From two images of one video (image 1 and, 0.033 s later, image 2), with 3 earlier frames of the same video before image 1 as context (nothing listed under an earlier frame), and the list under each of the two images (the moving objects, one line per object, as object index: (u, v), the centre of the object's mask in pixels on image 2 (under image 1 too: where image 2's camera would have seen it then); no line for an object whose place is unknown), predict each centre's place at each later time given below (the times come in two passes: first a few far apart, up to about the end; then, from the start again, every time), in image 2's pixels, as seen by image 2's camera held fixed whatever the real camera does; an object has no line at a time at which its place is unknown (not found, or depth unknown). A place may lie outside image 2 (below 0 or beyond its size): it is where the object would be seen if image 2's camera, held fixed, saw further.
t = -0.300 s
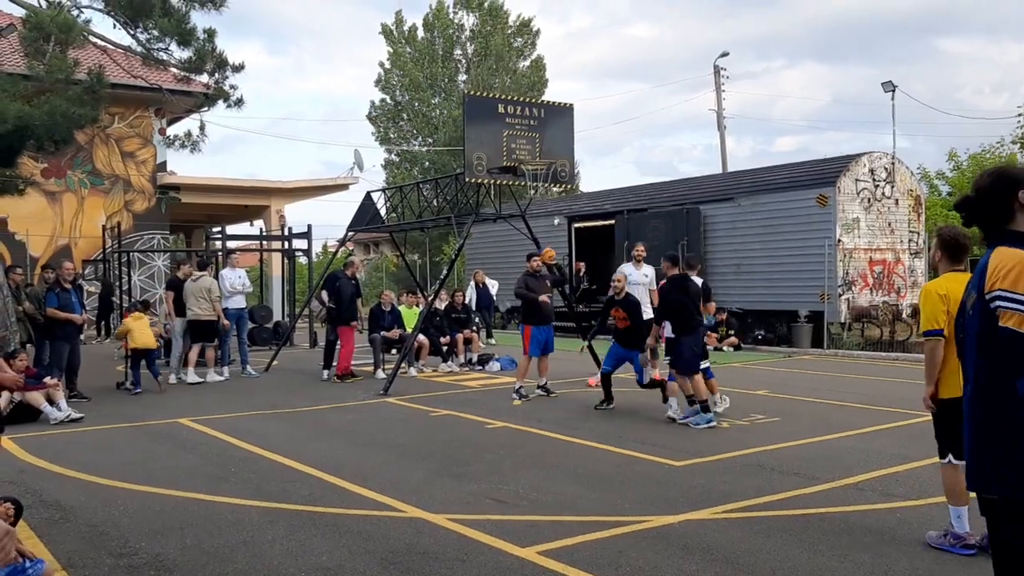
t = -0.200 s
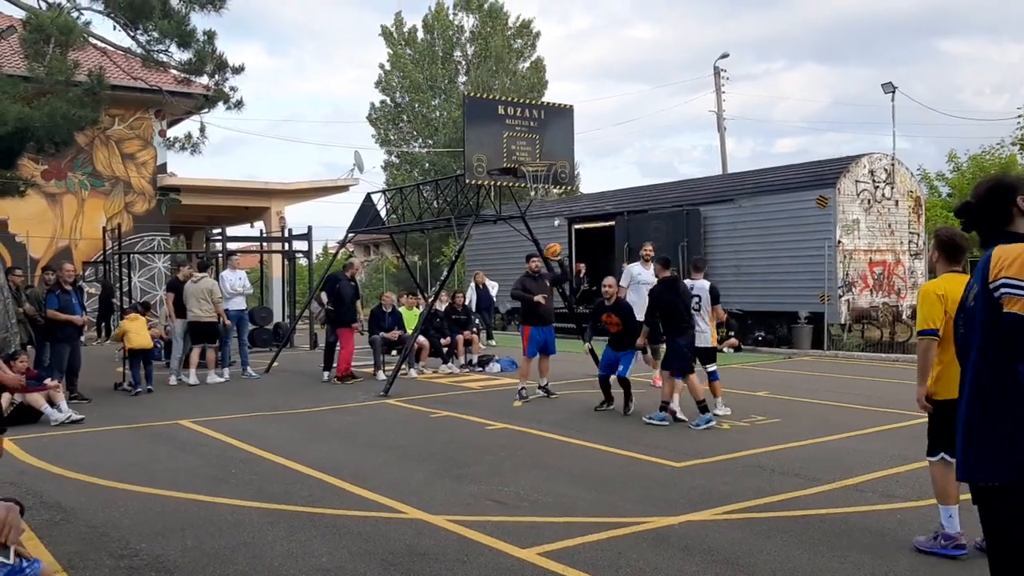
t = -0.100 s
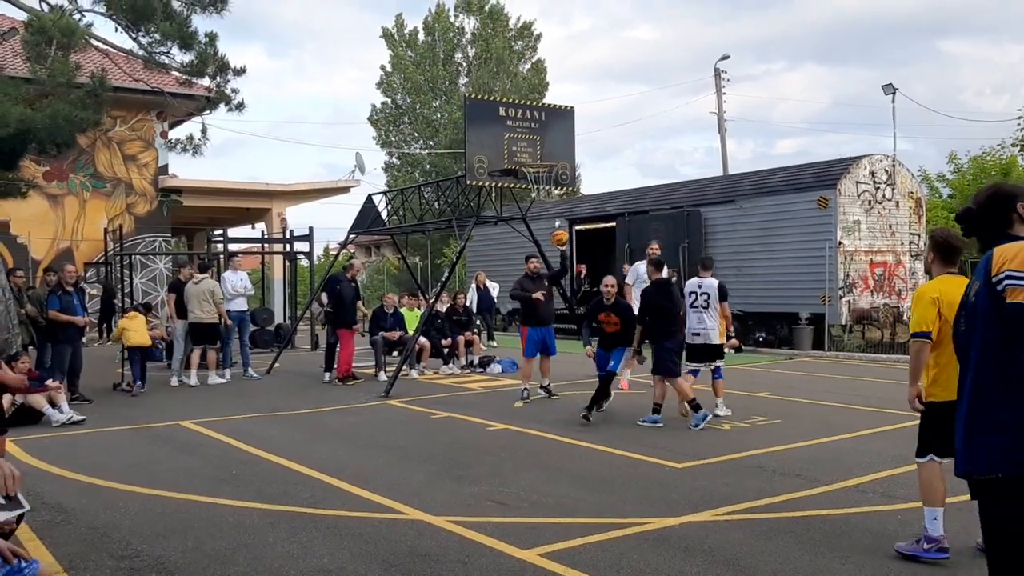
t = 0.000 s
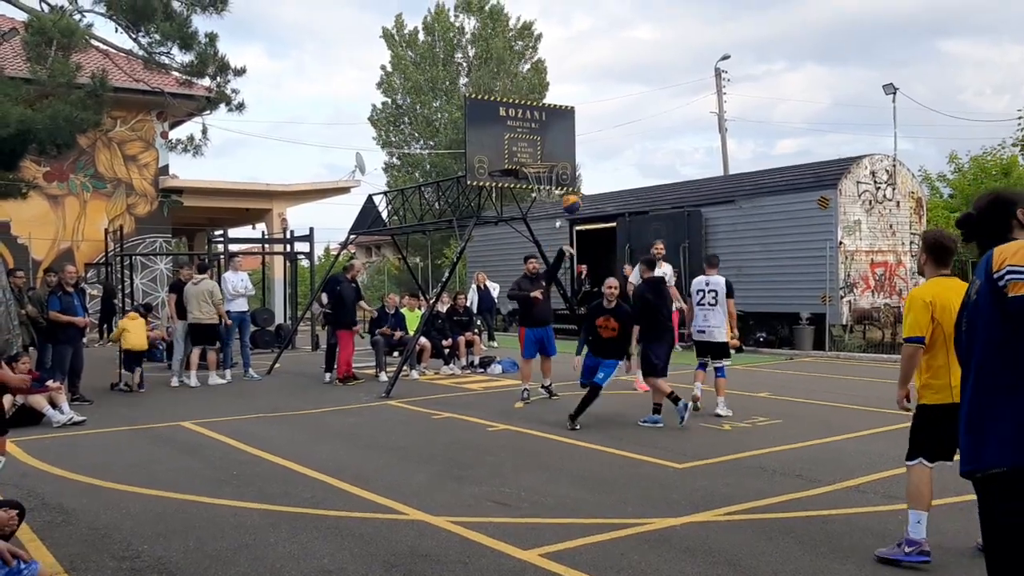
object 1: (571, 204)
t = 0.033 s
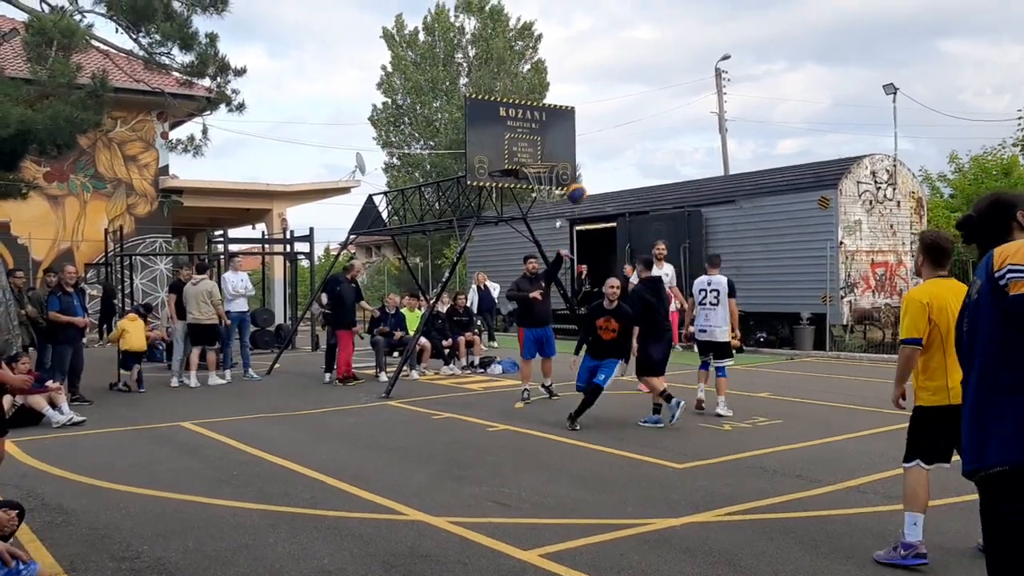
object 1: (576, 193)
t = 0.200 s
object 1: (602, 147)
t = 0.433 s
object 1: (648, 111)
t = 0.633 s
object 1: (702, 121)
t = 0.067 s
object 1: (581, 183)
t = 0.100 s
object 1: (586, 173)
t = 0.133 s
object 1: (591, 164)
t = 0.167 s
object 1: (596, 155)
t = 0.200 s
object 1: (602, 147)
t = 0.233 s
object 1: (607, 140)
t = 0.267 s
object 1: (613, 133)
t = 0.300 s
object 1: (619, 127)
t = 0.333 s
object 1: (626, 121)
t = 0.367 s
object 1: (632, 117)
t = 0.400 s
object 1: (640, 113)
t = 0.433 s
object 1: (648, 111)
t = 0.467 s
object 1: (655, 109)
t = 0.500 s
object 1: (663, 109)
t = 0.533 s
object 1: (672, 110)
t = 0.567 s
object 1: (682, 112)
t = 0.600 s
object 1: (691, 116)
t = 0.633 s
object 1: (702, 121)
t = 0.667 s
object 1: (713, 128)
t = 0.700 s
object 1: (724, 138)
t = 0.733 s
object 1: (737, 149)
